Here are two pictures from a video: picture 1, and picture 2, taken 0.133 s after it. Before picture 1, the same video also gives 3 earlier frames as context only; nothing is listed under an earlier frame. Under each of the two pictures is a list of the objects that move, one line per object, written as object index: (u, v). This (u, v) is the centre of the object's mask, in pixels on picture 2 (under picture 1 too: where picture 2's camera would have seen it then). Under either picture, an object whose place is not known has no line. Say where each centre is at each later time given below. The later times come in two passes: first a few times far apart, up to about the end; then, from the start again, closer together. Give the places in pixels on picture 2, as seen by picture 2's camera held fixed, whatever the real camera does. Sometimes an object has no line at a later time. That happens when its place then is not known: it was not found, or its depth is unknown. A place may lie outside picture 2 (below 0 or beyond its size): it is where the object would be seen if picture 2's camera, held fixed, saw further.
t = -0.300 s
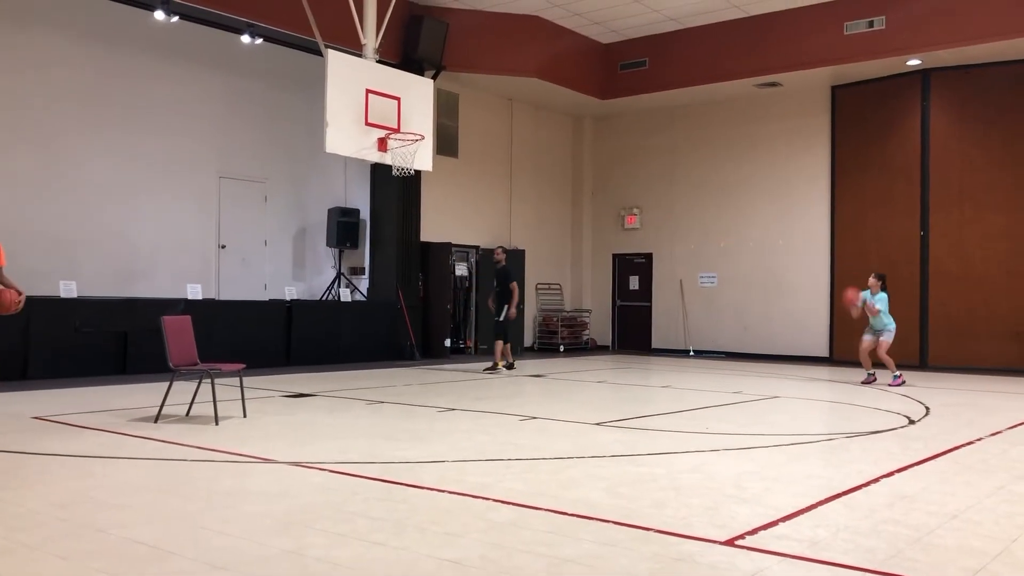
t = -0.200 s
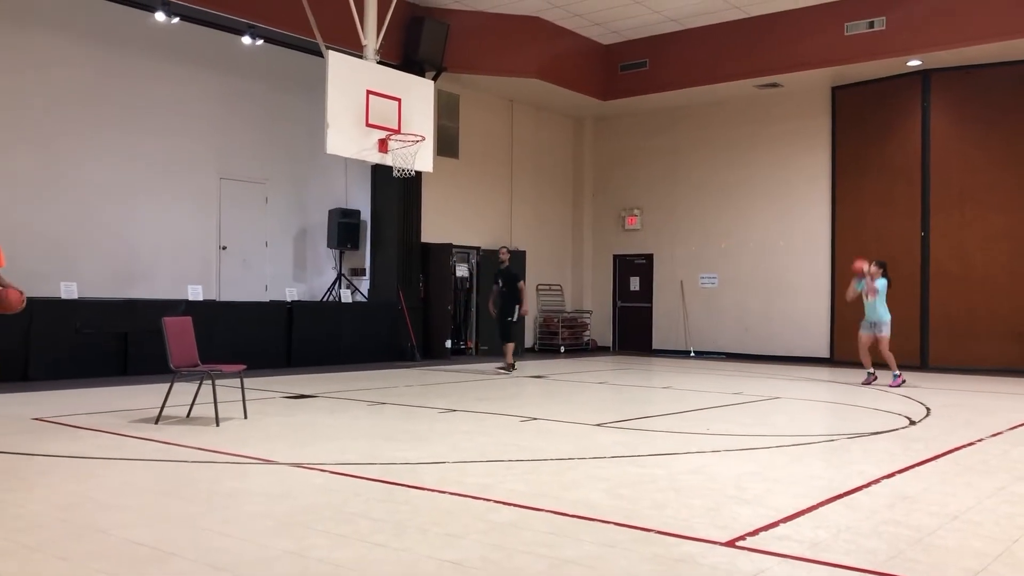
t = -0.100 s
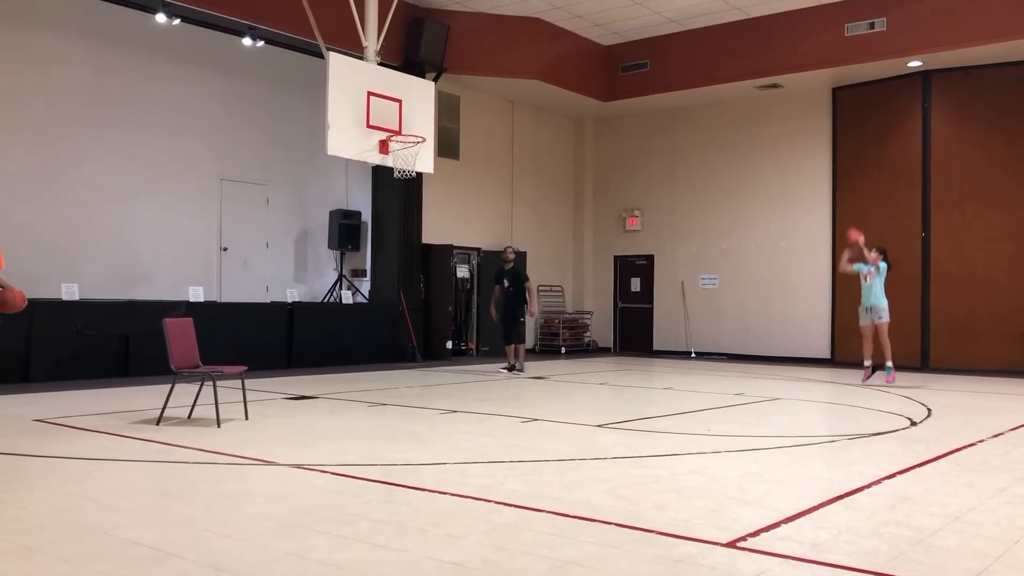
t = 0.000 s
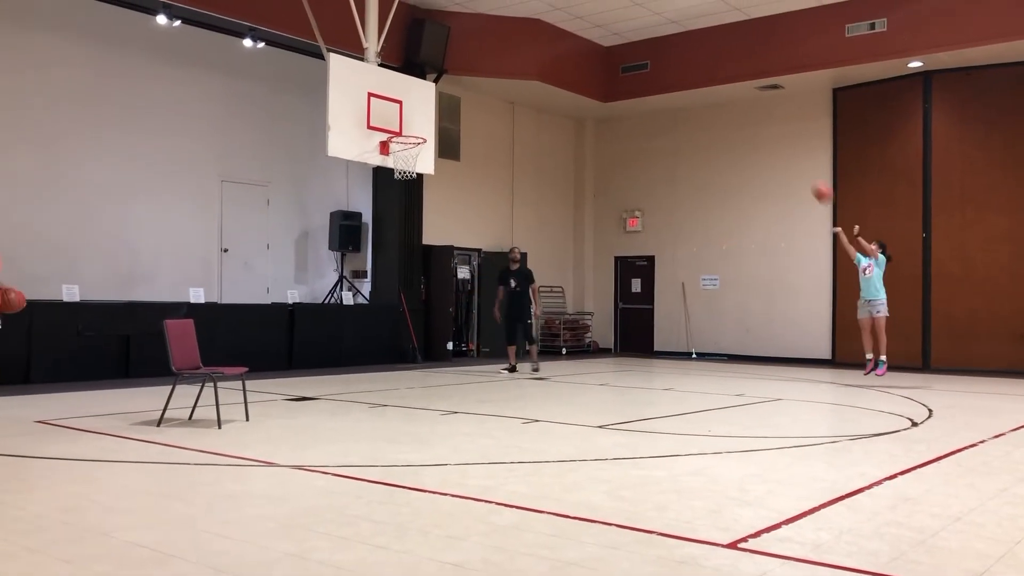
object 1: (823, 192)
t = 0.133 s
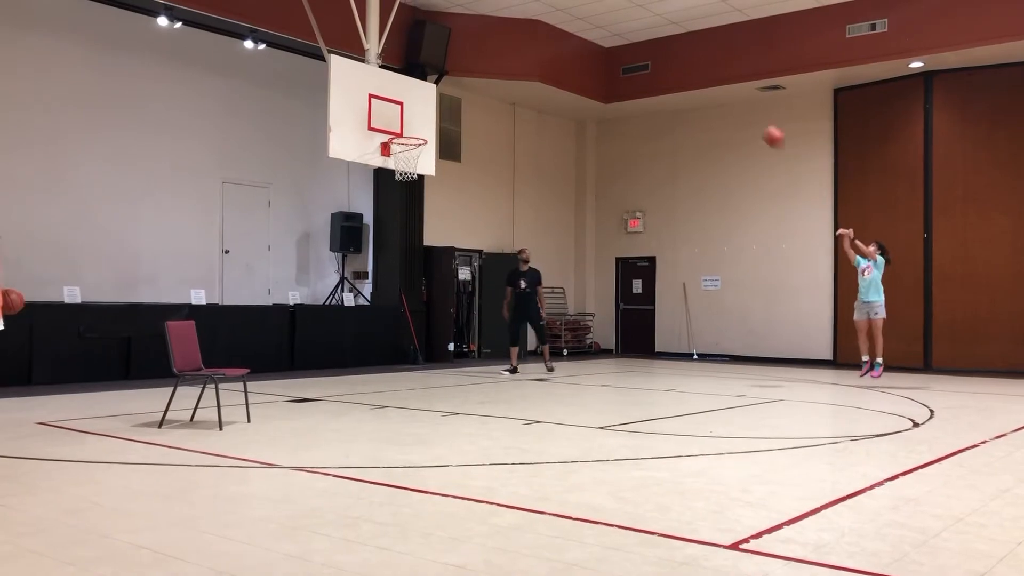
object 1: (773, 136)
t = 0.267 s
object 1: (724, 94)
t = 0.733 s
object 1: (551, 49)
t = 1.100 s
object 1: (407, 130)
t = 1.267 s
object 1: (421, 149)
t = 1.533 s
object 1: (415, 165)
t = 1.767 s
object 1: (400, 213)
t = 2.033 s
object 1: (384, 315)
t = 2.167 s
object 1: (377, 367)
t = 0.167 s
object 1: (761, 124)
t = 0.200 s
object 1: (749, 113)
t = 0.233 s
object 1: (737, 103)
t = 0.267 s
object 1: (724, 94)
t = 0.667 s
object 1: (577, 45)
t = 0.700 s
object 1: (563, 47)
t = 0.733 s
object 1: (551, 49)
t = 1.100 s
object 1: (407, 130)
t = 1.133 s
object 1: (400, 141)
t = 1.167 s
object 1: (407, 145)
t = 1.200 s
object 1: (414, 150)
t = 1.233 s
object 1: (419, 150)
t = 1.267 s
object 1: (421, 149)
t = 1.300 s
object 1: (421, 149)
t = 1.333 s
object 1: (421, 150)
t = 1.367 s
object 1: (420, 151)
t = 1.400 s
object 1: (420, 153)
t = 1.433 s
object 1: (419, 157)
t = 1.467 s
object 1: (418, 160)
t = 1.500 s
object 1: (416, 163)
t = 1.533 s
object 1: (415, 165)
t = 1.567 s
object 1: (412, 171)
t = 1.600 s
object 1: (410, 177)
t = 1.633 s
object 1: (408, 183)
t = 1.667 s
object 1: (406, 188)
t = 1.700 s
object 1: (404, 195)
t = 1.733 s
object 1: (402, 204)
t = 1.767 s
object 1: (400, 213)
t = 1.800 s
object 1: (398, 223)
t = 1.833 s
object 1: (396, 234)
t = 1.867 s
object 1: (394, 245)
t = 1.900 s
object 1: (392, 258)
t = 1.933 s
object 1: (390, 271)
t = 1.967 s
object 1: (388, 285)
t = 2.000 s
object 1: (386, 299)
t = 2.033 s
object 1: (384, 315)
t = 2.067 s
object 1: (382, 331)
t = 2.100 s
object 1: (380, 348)
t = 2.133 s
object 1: (378, 365)
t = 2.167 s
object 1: (377, 367)
